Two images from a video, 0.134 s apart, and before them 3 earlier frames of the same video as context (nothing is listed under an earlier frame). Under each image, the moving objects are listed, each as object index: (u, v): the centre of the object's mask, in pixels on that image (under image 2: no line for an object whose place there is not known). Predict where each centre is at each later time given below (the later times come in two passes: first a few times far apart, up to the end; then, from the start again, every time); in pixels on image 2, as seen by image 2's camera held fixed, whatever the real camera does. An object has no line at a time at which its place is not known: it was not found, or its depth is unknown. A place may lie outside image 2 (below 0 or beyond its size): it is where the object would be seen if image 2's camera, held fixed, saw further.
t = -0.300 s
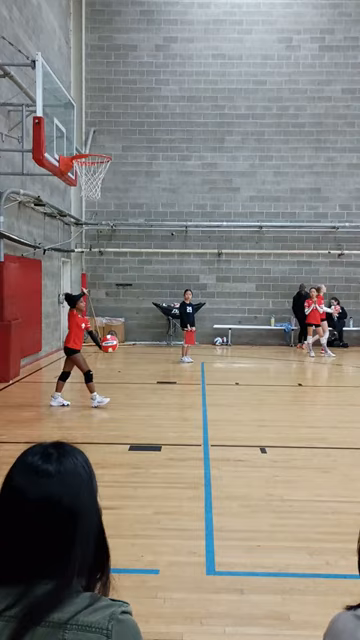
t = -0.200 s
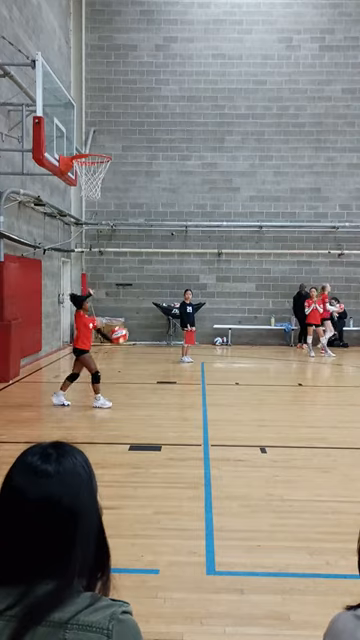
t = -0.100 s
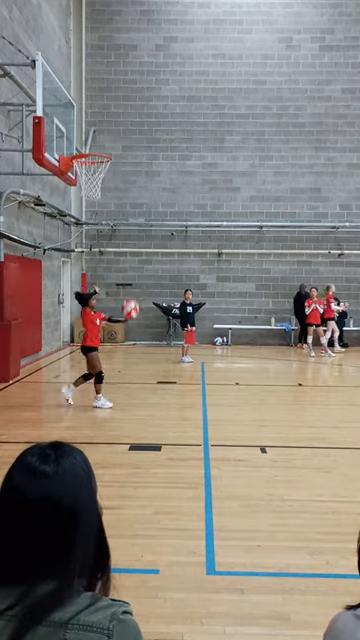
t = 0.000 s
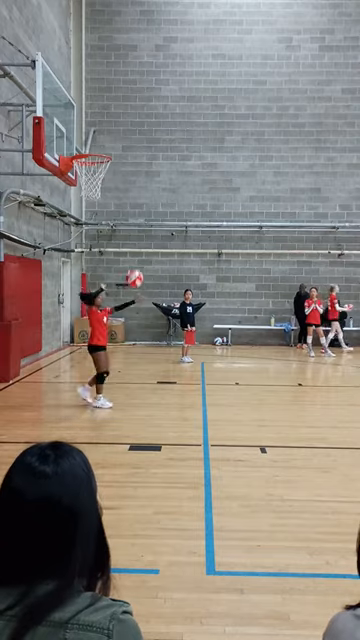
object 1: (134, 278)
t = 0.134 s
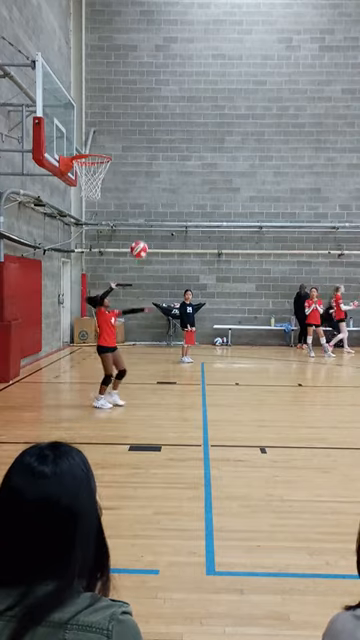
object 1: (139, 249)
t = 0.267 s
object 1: (143, 235)
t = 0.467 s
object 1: (150, 239)
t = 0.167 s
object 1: (140, 244)
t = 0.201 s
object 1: (141, 240)
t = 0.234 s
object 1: (142, 237)
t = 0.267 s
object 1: (143, 235)
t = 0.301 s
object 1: (145, 233)
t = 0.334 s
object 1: (146, 233)
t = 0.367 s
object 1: (147, 233)
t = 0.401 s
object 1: (148, 234)
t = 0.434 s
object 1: (149, 236)
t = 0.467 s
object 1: (150, 239)
